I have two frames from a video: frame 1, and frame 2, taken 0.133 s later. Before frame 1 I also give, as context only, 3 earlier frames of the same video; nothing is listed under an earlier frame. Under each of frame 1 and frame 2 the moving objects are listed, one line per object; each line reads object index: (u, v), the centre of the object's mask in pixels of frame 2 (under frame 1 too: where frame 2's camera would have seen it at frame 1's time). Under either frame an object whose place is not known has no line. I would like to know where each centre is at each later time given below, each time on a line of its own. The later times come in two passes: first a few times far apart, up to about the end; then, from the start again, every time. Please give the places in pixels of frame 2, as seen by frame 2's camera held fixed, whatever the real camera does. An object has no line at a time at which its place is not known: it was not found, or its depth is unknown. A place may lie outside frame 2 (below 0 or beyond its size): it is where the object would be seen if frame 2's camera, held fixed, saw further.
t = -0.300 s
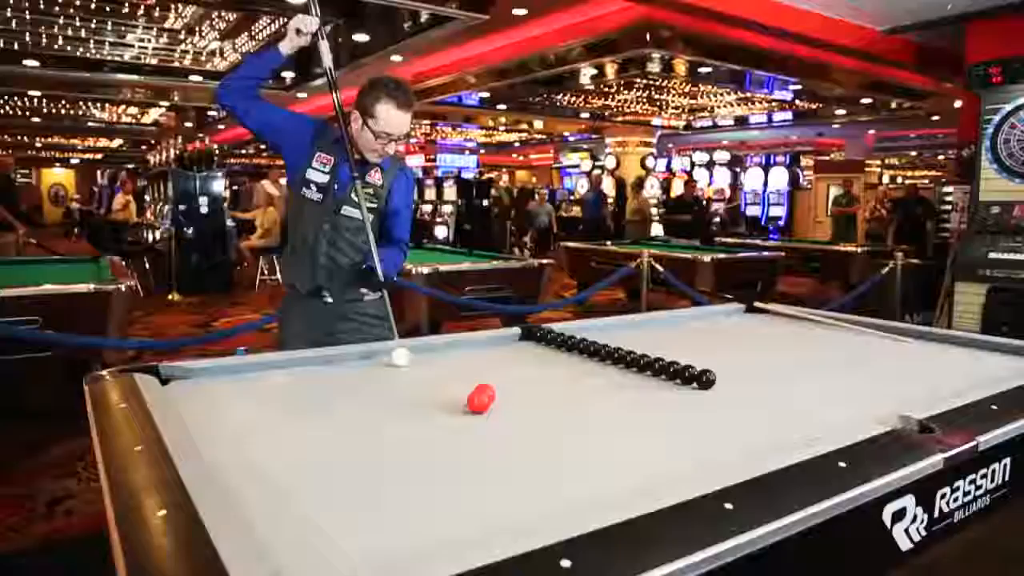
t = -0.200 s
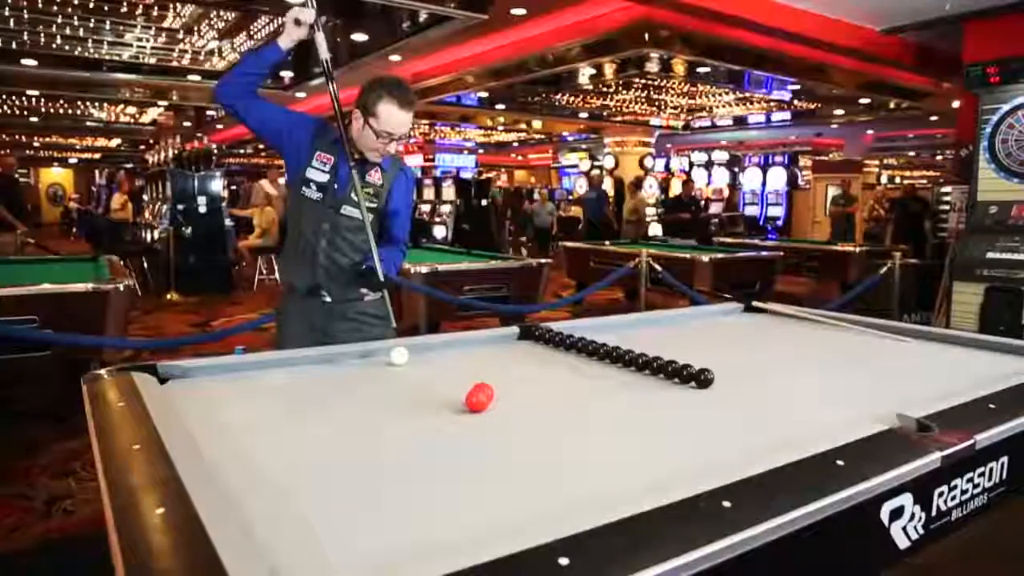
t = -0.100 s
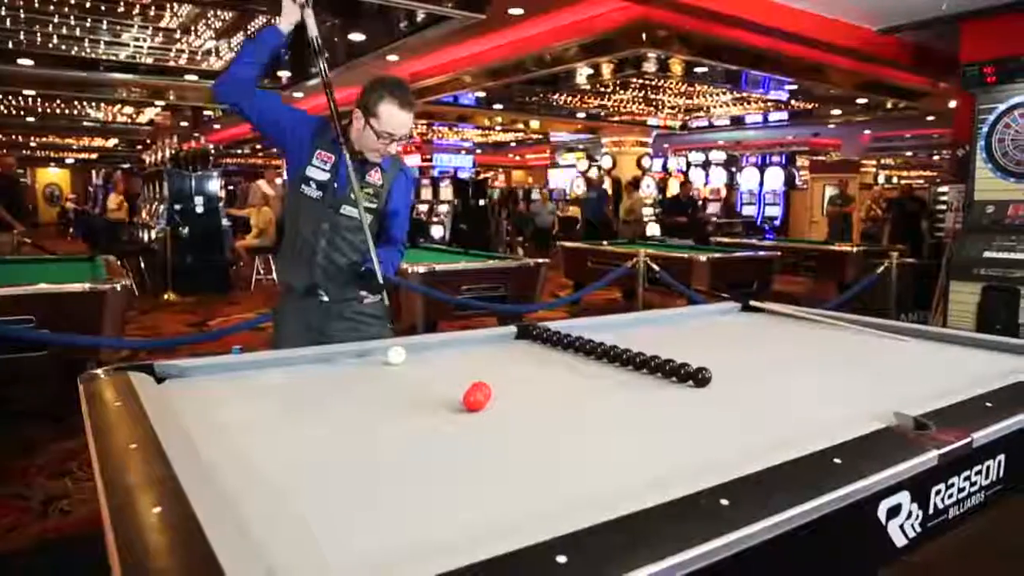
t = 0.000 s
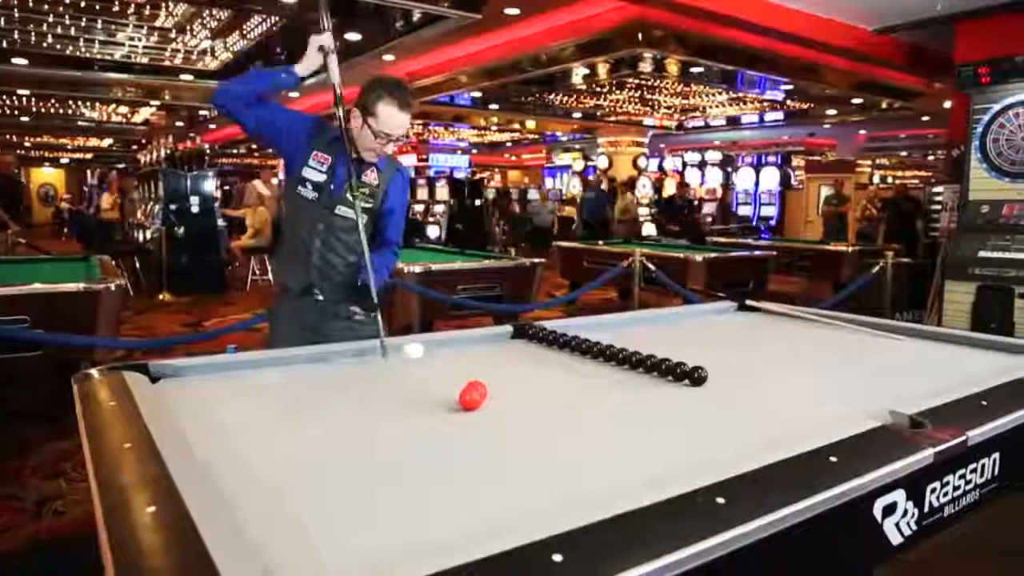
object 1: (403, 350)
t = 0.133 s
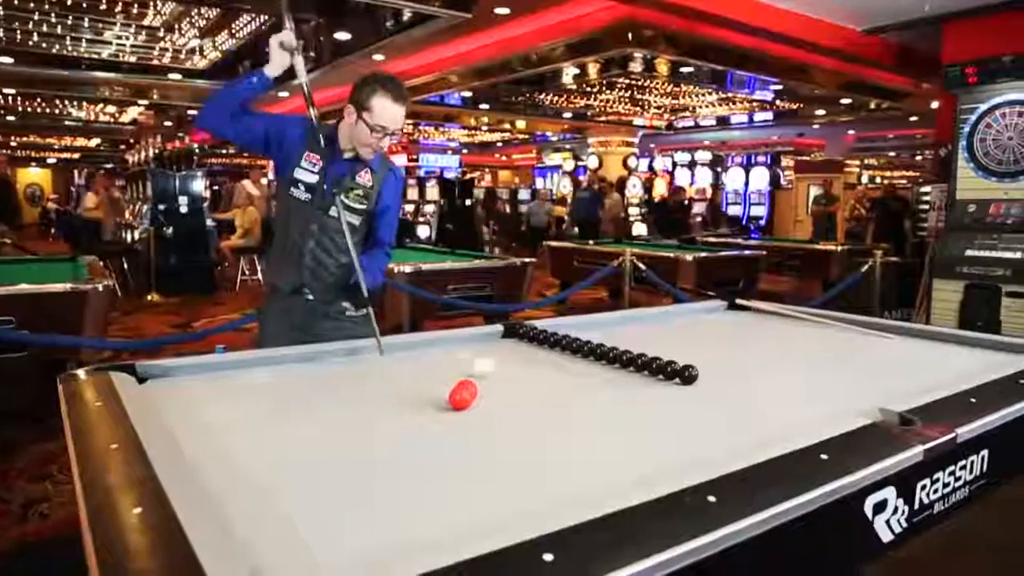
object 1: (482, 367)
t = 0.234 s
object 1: (543, 375)
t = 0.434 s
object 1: (661, 388)
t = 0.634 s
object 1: (762, 395)
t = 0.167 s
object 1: (503, 369)
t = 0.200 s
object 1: (523, 372)
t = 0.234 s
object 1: (543, 375)
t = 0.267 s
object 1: (562, 378)
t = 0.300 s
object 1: (583, 380)
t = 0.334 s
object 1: (604, 381)
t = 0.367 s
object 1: (623, 383)
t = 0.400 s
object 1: (642, 385)
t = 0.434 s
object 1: (661, 388)
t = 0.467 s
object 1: (679, 389)
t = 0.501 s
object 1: (697, 391)
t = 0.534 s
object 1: (713, 393)
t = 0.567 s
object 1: (731, 393)
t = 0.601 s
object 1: (747, 394)
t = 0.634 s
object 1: (762, 395)
